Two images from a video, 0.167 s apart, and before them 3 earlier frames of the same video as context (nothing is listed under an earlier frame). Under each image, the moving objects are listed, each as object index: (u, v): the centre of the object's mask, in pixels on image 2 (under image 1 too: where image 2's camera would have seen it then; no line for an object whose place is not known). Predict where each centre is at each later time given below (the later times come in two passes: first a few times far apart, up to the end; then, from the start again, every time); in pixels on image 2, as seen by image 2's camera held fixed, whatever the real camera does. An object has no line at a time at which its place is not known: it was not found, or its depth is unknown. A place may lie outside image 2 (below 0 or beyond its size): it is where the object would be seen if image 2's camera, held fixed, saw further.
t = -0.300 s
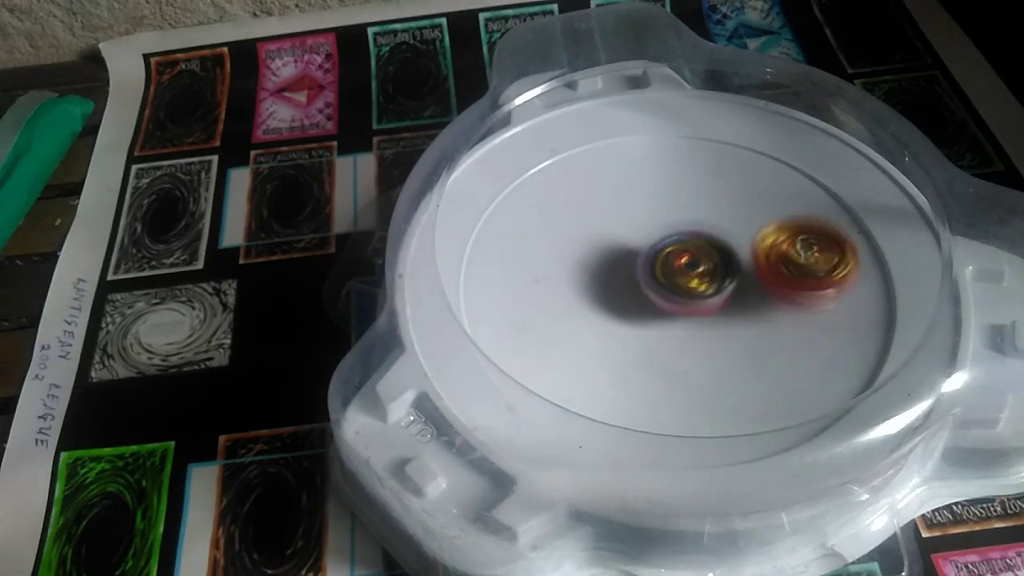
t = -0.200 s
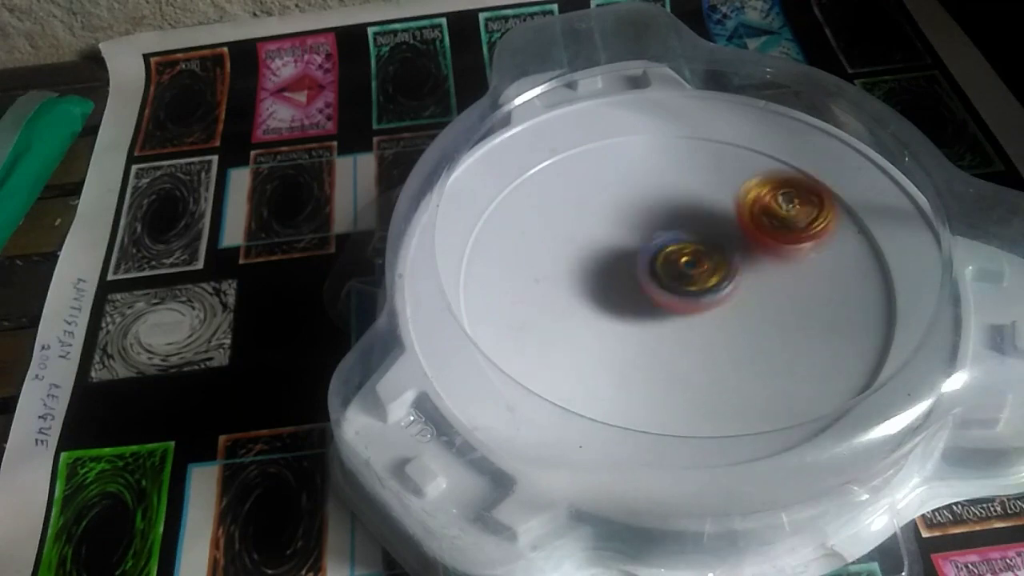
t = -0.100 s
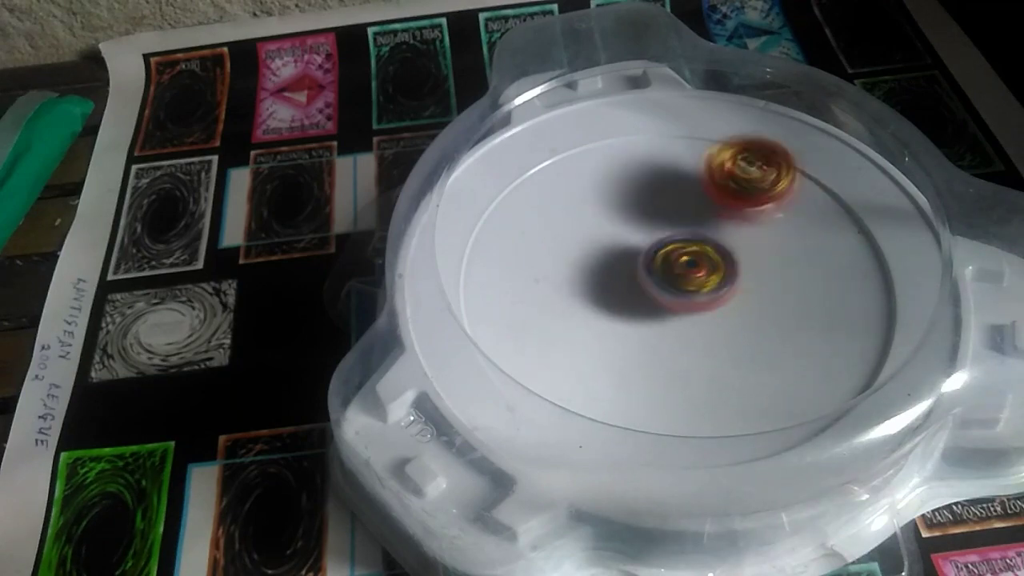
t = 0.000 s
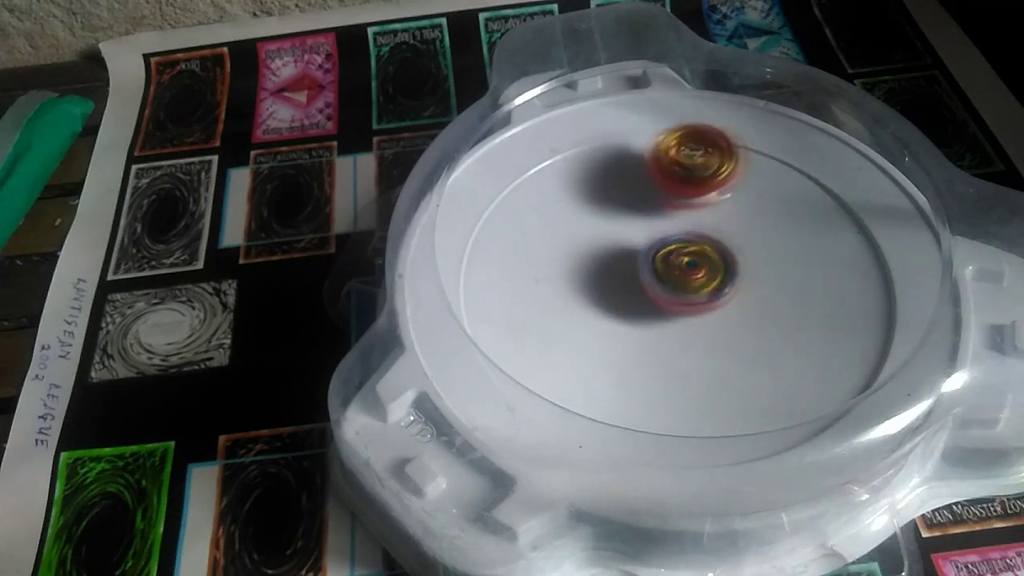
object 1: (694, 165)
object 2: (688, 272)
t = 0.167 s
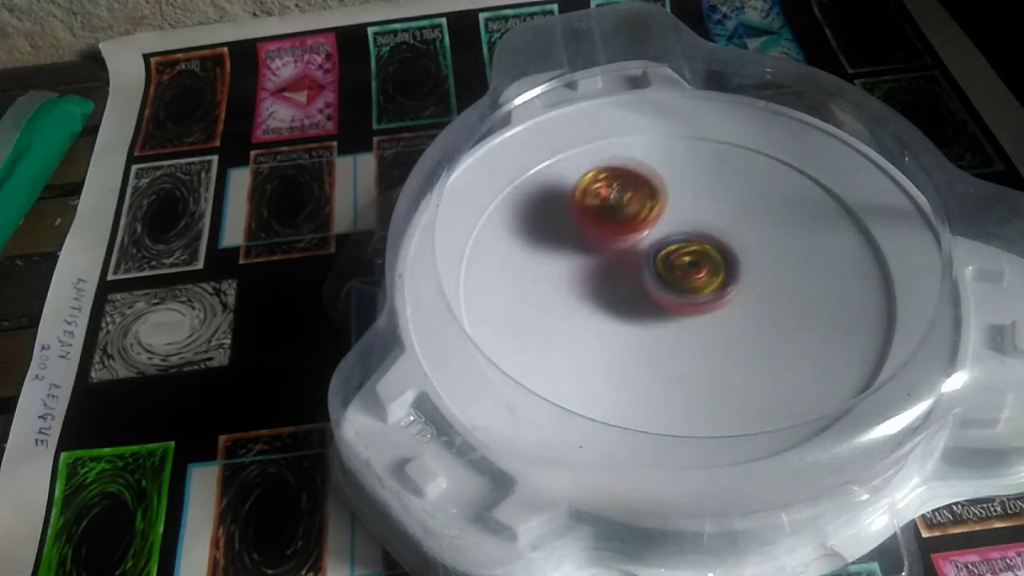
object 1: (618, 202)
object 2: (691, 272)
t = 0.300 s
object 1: (567, 232)
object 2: (706, 298)
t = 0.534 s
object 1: (587, 289)
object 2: (717, 314)
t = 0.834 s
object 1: (618, 283)
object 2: (723, 314)
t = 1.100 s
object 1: (614, 198)
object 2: (730, 303)
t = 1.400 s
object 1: (697, 131)
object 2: (718, 264)
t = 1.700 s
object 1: (762, 160)
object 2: (675, 243)
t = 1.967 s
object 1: (789, 218)
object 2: (644, 261)
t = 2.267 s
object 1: (723, 298)
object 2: (630, 247)
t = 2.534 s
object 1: (653, 316)
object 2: (643, 237)
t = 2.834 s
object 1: (642, 294)
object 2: (653, 224)
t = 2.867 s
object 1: (647, 293)
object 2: (653, 225)
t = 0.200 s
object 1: (607, 213)
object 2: (693, 278)
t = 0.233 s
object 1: (590, 218)
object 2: (698, 285)
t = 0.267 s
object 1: (578, 226)
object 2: (704, 290)
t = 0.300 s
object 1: (567, 232)
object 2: (706, 298)
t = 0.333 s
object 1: (560, 239)
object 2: (713, 301)
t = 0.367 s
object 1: (556, 245)
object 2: (715, 305)
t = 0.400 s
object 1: (554, 253)
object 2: (716, 309)
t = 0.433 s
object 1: (557, 262)
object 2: (719, 311)
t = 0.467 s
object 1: (563, 270)
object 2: (718, 313)
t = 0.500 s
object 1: (572, 278)
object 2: (716, 314)
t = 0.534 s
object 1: (587, 289)
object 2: (717, 314)
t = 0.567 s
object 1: (601, 295)
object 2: (716, 316)
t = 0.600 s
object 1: (609, 298)
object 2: (718, 317)
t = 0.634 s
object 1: (605, 297)
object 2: (726, 319)
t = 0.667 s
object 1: (599, 295)
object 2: (724, 322)
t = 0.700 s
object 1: (597, 293)
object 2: (721, 321)
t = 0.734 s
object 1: (601, 291)
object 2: (725, 317)
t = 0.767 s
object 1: (605, 289)
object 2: (727, 317)
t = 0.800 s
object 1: (610, 287)
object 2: (728, 317)
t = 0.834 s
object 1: (618, 283)
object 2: (723, 314)
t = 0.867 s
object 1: (625, 277)
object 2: (725, 313)
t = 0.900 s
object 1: (621, 266)
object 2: (726, 313)
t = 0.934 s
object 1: (616, 254)
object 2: (731, 314)
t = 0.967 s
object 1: (613, 244)
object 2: (731, 312)
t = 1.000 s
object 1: (610, 232)
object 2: (732, 313)
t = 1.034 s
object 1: (609, 221)
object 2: (728, 308)
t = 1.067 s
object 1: (611, 209)
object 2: (729, 306)
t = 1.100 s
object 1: (614, 198)
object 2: (730, 303)
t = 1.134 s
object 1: (618, 187)
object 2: (735, 300)
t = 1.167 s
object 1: (624, 176)
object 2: (729, 296)
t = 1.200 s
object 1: (632, 167)
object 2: (729, 294)
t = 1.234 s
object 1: (640, 159)
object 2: (727, 288)
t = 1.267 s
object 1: (649, 152)
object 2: (729, 285)
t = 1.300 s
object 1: (660, 145)
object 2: (726, 281)
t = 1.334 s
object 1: (673, 139)
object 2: (723, 275)
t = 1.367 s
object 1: (684, 135)
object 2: (722, 271)
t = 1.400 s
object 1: (697, 131)
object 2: (718, 264)
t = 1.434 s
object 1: (708, 128)
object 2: (717, 261)
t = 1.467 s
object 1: (716, 128)
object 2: (711, 256)
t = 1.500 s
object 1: (721, 126)
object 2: (712, 252)
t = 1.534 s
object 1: (726, 130)
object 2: (709, 248)
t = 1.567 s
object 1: (729, 135)
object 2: (708, 243)
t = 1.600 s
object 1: (733, 143)
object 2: (708, 242)
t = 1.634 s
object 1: (734, 152)
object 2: (703, 237)
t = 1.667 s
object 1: (748, 158)
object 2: (695, 240)
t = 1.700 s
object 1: (762, 160)
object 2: (675, 243)
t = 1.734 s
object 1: (768, 163)
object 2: (666, 248)
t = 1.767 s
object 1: (775, 163)
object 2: (659, 254)
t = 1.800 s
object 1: (784, 168)
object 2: (654, 257)
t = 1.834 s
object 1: (789, 177)
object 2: (650, 259)
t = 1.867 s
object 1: (794, 186)
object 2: (647, 260)
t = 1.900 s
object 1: (794, 197)
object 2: (643, 260)
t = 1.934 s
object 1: (793, 207)
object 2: (642, 261)
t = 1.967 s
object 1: (789, 218)
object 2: (644, 261)
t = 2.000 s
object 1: (784, 228)
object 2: (645, 260)
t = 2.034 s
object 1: (778, 238)
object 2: (645, 259)
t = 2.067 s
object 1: (768, 248)
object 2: (646, 259)
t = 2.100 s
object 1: (757, 255)
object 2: (646, 259)
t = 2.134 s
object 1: (749, 263)
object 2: (641, 257)
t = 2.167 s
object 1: (742, 271)
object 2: (636, 256)
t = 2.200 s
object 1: (734, 280)
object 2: (634, 254)
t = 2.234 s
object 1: (724, 289)
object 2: (634, 253)
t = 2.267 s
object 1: (723, 298)
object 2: (630, 247)
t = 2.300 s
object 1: (717, 307)
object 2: (629, 244)
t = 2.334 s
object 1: (706, 311)
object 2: (630, 244)
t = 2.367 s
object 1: (694, 315)
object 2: (630, 244)
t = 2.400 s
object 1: (686, 315)
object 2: (630, 245)
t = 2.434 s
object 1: (676, 315)
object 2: (631, 244)
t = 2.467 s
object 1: (667, 316)
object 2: (634, 241)
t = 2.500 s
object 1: (661, 318)
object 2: (637, 239)
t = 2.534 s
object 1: (653, 316)
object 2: (643, 237)
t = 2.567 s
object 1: (647, 309)
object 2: (646, 236)
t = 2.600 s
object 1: (640, 306)
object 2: (648, 236)
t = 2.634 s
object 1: (634, 303)
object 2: (650, 234)
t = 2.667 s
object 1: (629, 301)
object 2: (650, 232)
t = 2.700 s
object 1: (627, 298)
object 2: (649, 231)
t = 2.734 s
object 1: (629, 297)
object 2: (650, 229)
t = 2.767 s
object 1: (632, 295)
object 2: (652, 225)
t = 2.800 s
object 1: (637, 295)
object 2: (653, 224)
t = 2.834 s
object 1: (642, 294)
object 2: (653, 224)
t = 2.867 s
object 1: (647, 293)
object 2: (653, 225)
